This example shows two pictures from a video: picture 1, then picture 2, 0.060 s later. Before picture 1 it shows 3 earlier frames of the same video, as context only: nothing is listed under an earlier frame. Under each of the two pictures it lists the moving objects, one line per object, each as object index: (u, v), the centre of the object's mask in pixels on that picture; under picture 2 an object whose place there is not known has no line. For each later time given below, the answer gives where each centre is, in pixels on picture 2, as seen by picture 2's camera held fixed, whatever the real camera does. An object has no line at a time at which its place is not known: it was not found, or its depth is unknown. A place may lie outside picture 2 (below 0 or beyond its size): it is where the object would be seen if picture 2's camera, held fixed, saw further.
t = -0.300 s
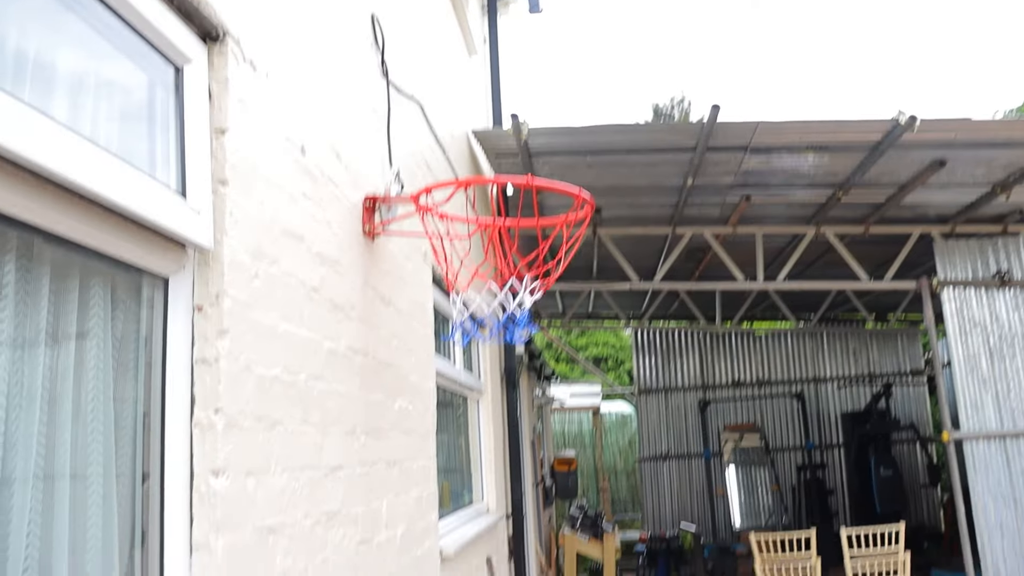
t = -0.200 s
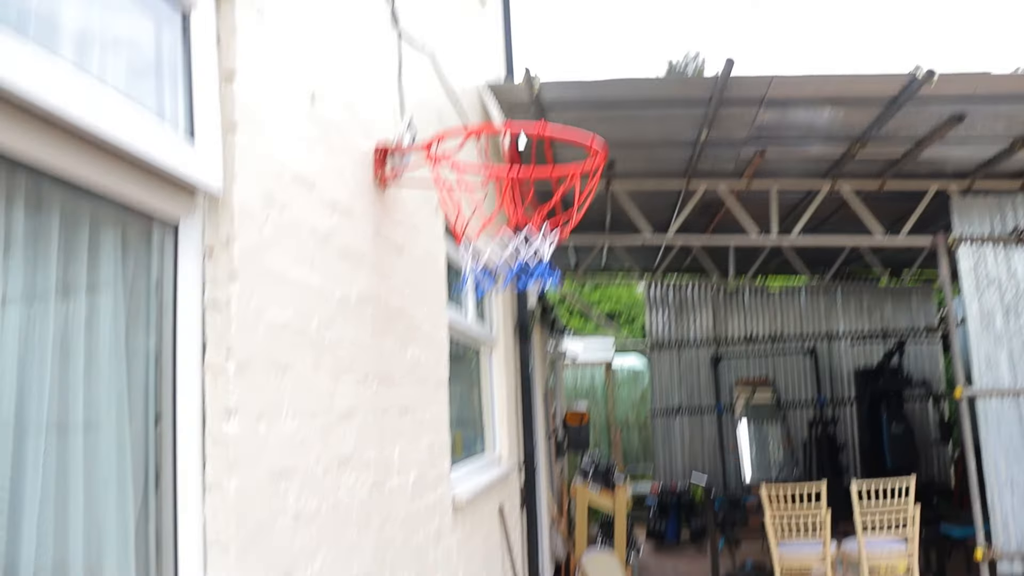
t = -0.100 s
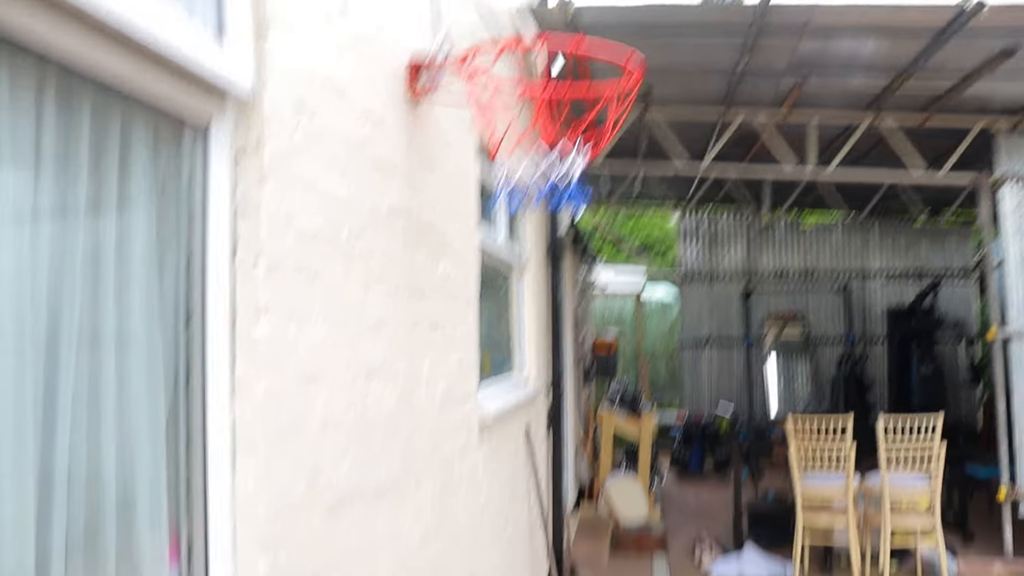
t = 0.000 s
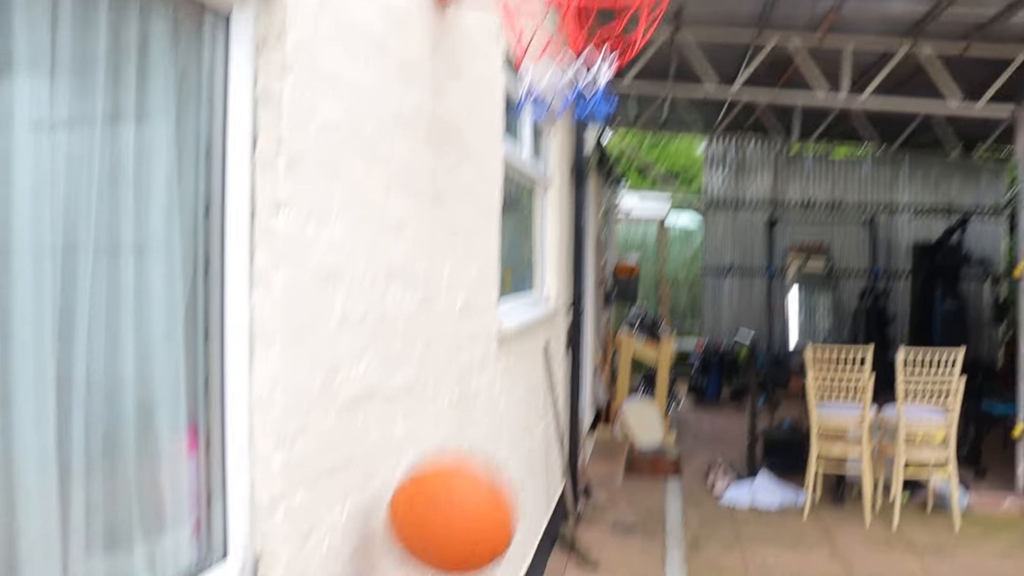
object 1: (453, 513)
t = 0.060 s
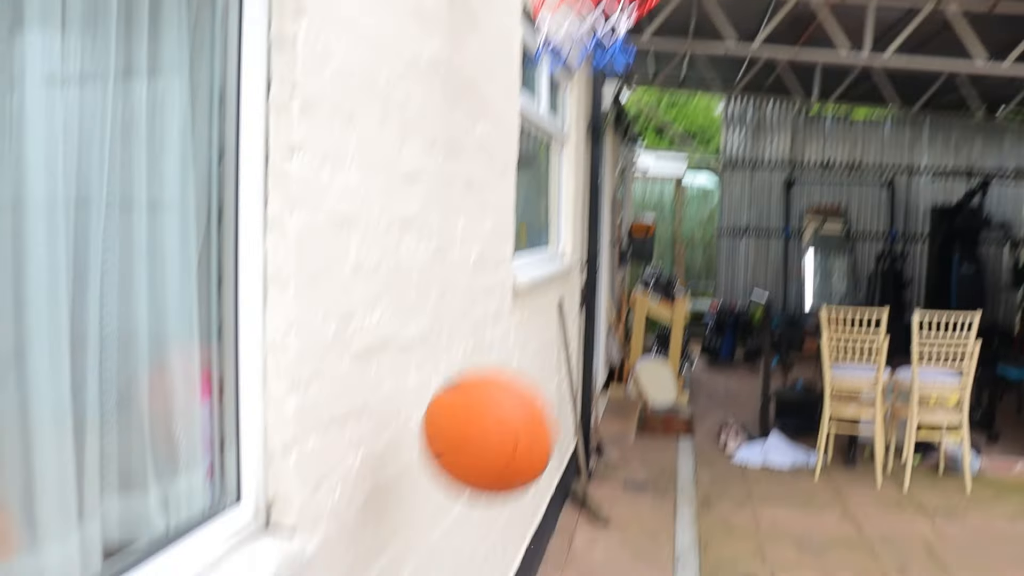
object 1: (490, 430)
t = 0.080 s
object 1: (497, 424)
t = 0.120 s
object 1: (514, 416)
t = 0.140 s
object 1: (522, 414)
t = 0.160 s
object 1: (529, 414)
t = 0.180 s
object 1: (537, 415)
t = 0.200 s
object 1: (546, 420)
